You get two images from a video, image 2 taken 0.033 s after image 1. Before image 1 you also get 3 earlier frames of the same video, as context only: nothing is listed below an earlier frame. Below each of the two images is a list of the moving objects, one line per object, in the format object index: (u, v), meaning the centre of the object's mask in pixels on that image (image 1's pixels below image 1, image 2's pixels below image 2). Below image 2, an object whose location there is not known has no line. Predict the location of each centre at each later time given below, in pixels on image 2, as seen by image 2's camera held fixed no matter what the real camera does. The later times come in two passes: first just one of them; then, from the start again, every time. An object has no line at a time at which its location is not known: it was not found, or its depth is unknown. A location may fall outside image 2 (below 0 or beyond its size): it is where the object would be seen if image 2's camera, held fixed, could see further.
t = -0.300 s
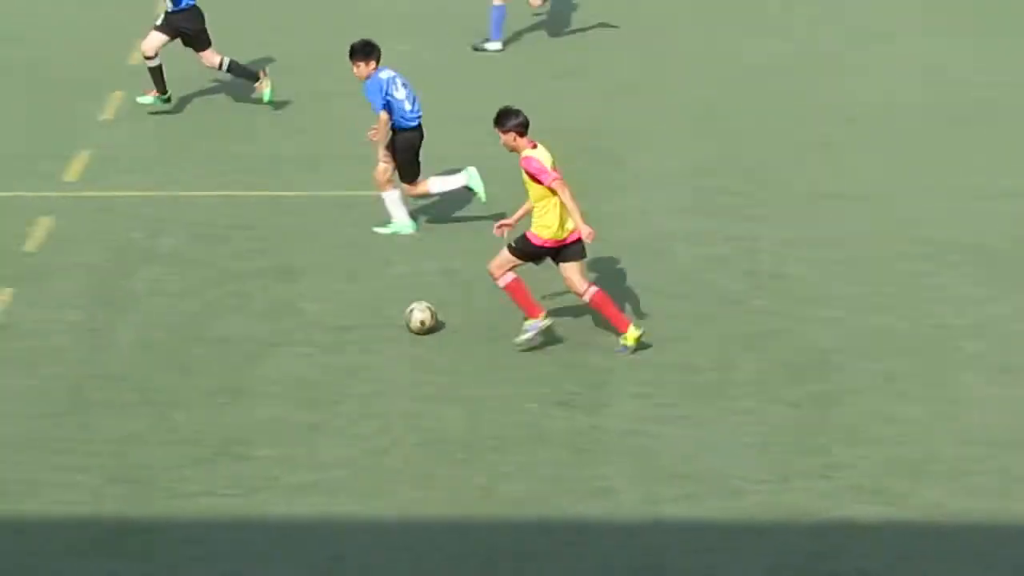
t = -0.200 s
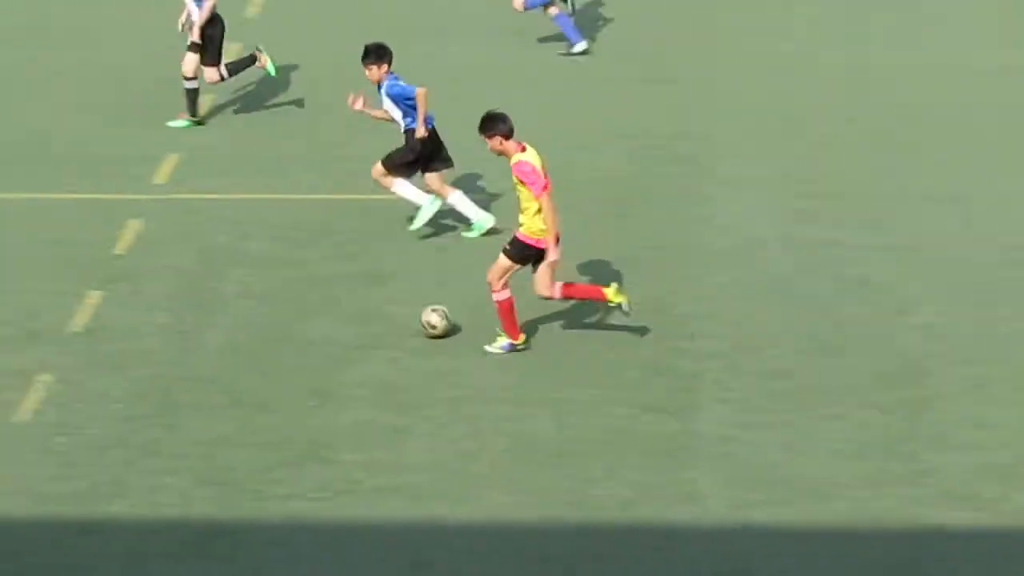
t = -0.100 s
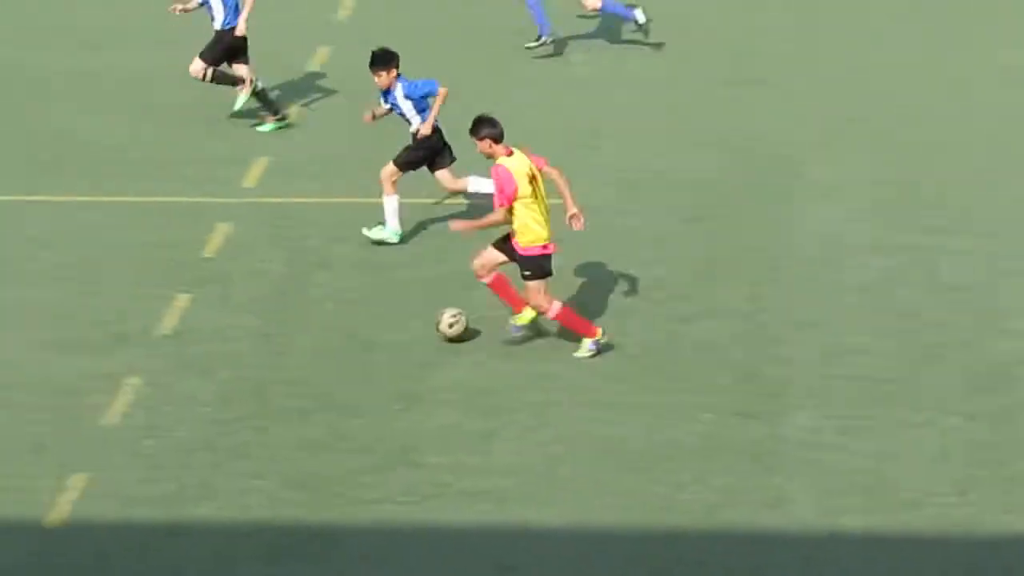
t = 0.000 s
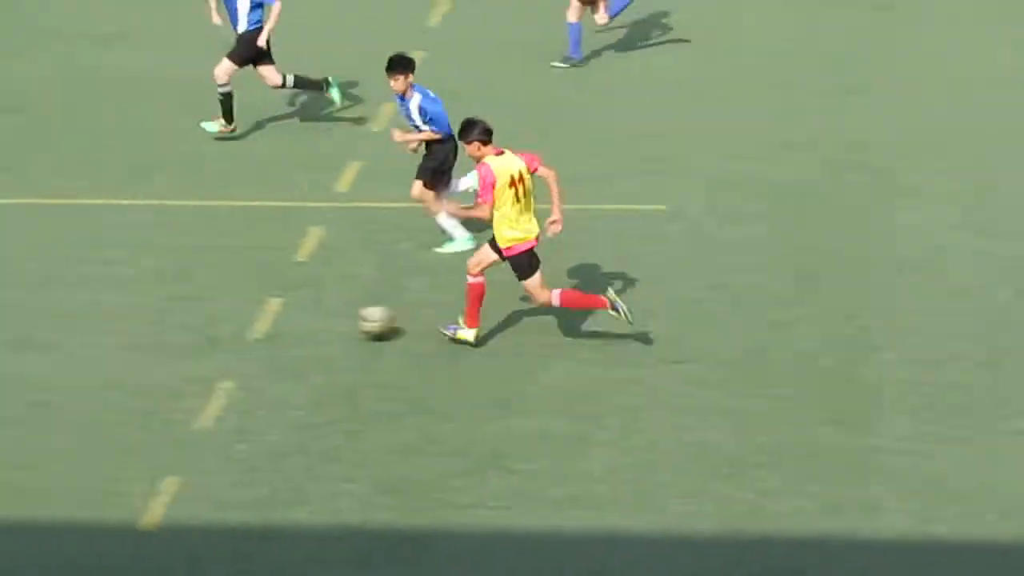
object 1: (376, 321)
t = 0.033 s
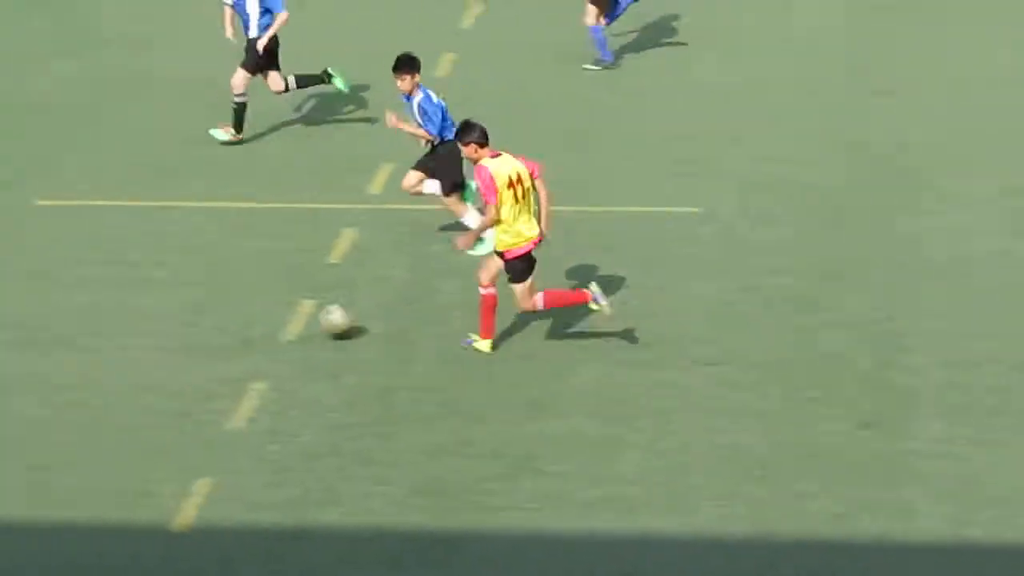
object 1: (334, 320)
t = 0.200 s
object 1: (12, 304)
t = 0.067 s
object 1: (267, 319)
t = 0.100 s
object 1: (199, 318)
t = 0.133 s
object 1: (133, 314)
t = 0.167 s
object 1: (69, 308)
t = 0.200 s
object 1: (12, 304)
